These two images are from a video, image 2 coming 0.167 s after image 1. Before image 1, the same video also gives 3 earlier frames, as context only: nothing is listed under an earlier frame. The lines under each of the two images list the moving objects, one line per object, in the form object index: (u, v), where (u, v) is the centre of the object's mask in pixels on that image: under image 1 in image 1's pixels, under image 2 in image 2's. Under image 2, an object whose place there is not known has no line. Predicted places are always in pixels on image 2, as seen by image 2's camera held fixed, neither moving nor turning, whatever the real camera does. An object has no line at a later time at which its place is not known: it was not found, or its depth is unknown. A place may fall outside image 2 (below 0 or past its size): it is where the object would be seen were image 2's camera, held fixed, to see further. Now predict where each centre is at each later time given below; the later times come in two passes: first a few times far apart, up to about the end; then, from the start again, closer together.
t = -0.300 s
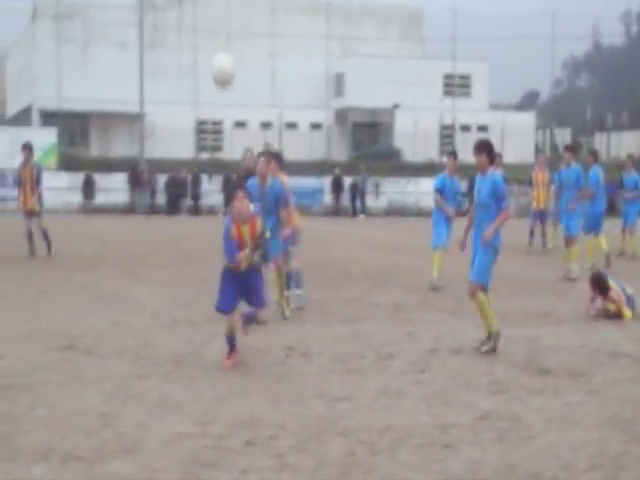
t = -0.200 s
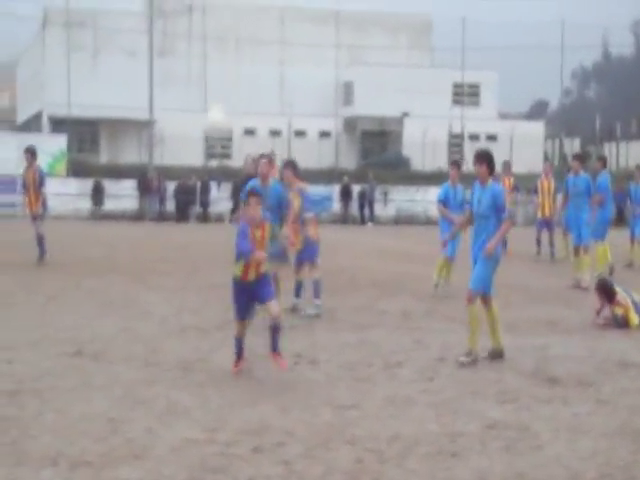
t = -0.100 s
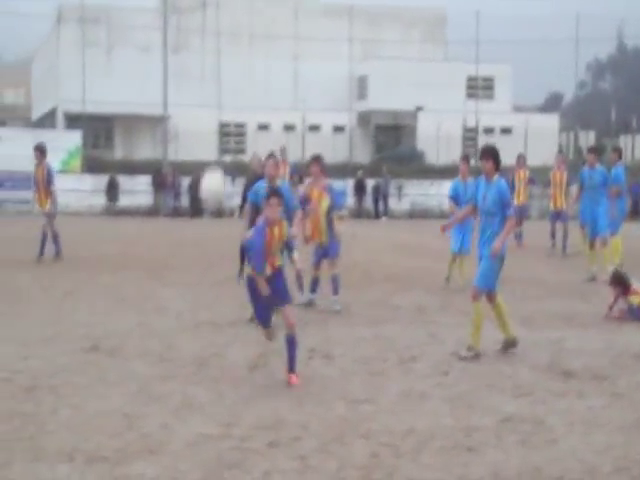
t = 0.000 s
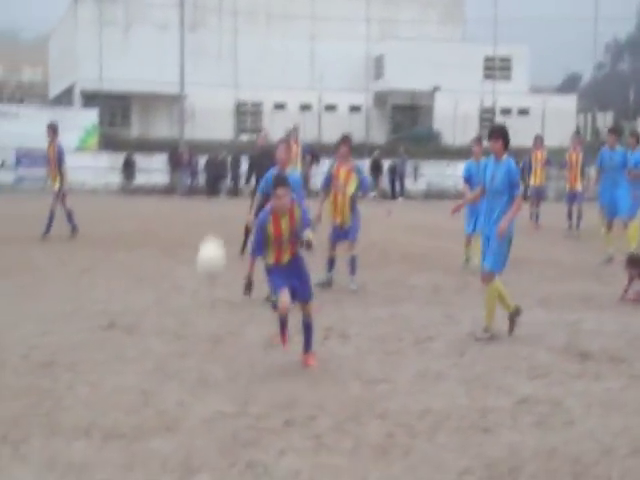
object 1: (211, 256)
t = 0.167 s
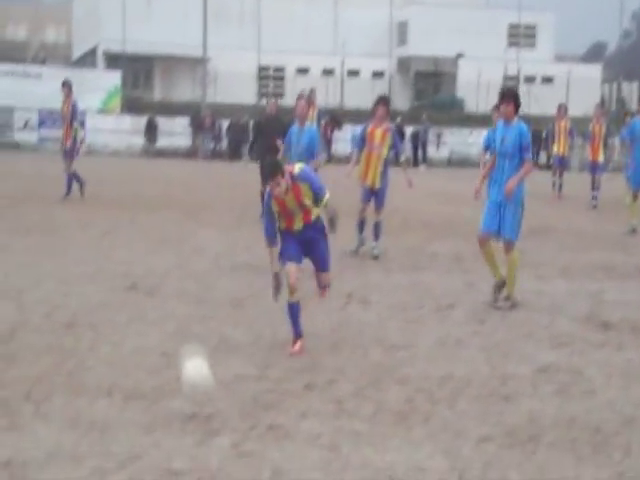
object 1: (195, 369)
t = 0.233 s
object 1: (177, 337)
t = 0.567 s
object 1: (57, 293)
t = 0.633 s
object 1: (23, 316)
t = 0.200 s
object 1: (186, 355)
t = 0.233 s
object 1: (177, 337)
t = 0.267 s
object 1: (167, 323)
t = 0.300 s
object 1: (157, 311)
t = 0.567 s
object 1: (57, 293)
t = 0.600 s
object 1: (40, 302)
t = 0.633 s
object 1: (23, 316)
